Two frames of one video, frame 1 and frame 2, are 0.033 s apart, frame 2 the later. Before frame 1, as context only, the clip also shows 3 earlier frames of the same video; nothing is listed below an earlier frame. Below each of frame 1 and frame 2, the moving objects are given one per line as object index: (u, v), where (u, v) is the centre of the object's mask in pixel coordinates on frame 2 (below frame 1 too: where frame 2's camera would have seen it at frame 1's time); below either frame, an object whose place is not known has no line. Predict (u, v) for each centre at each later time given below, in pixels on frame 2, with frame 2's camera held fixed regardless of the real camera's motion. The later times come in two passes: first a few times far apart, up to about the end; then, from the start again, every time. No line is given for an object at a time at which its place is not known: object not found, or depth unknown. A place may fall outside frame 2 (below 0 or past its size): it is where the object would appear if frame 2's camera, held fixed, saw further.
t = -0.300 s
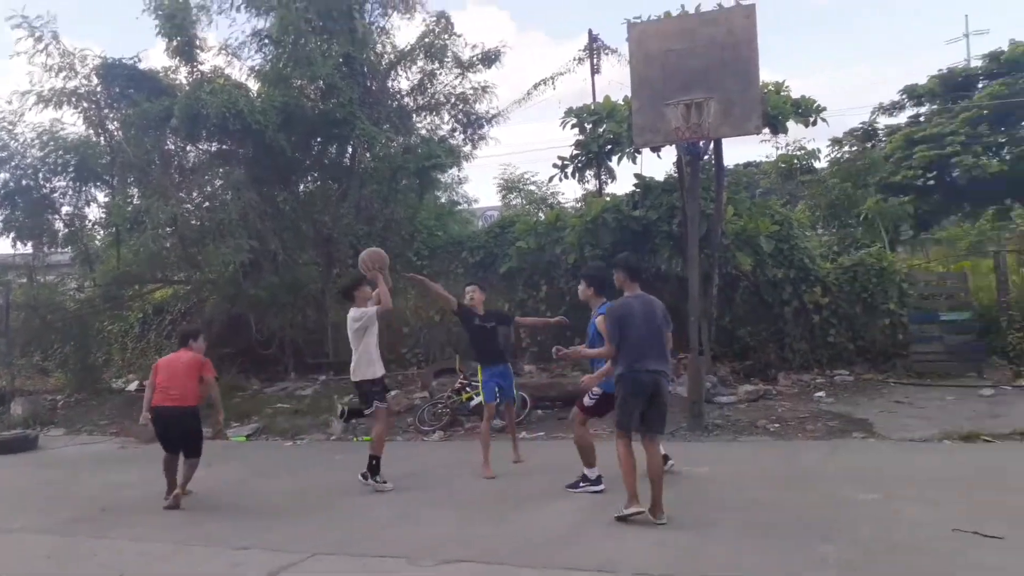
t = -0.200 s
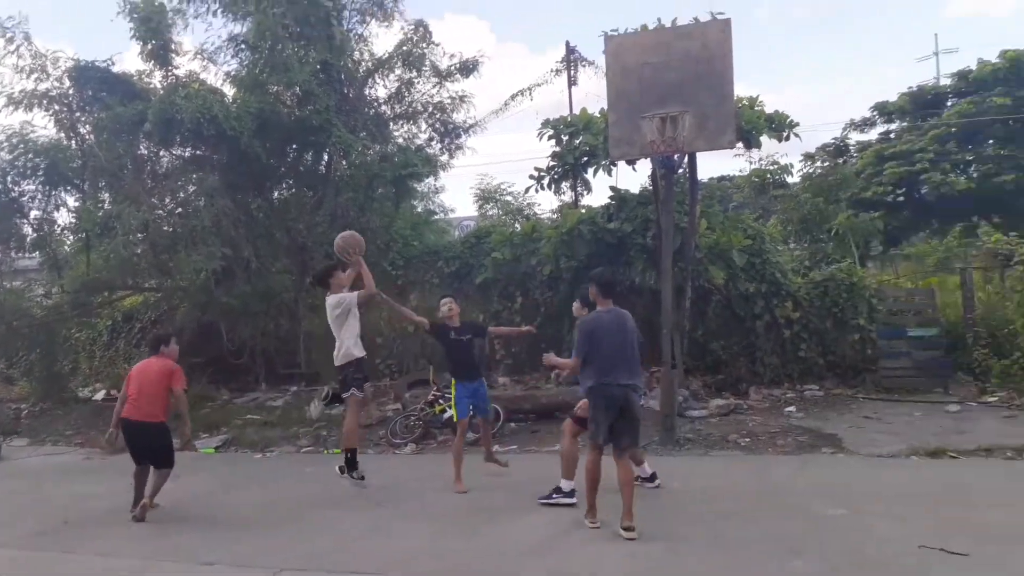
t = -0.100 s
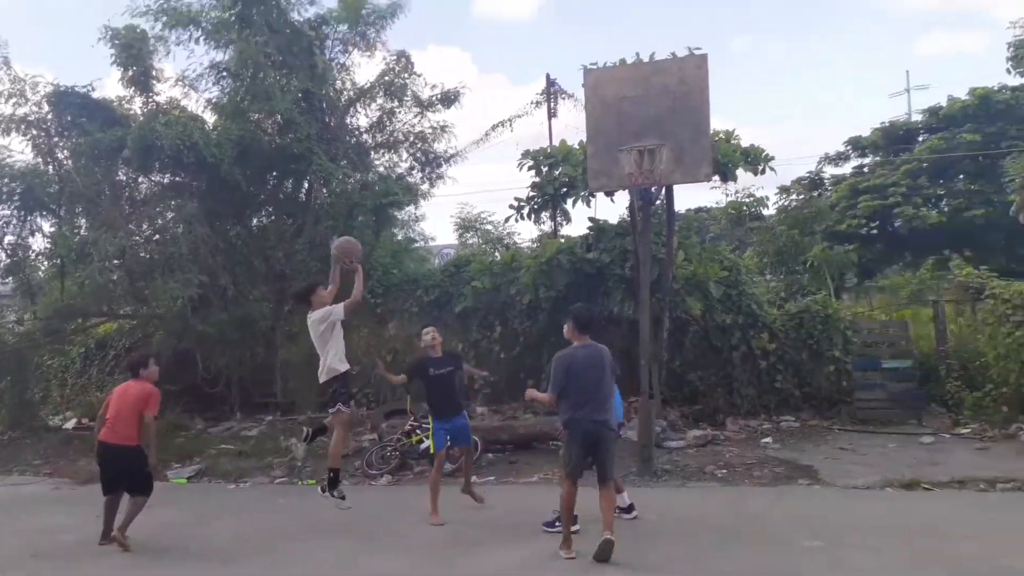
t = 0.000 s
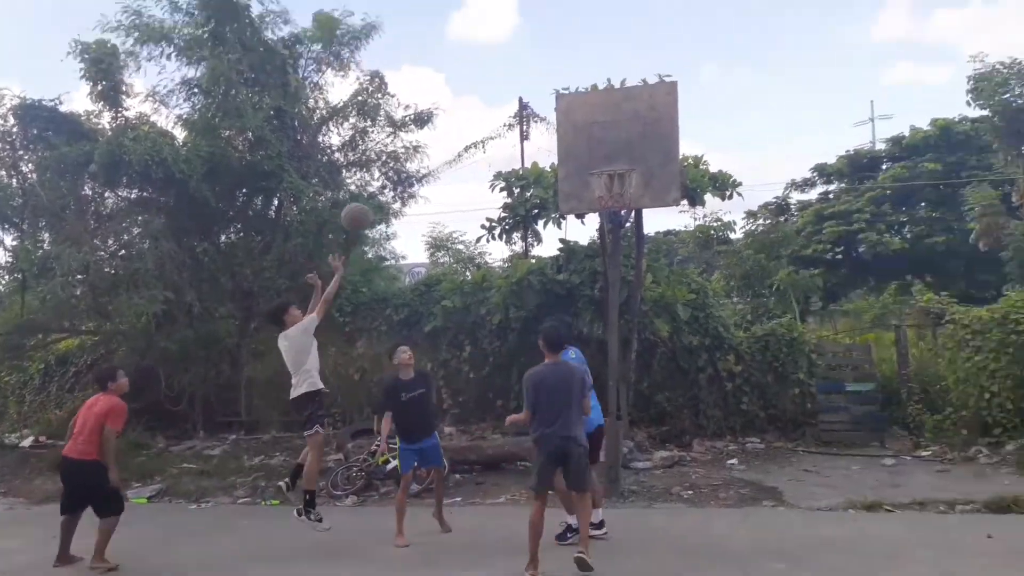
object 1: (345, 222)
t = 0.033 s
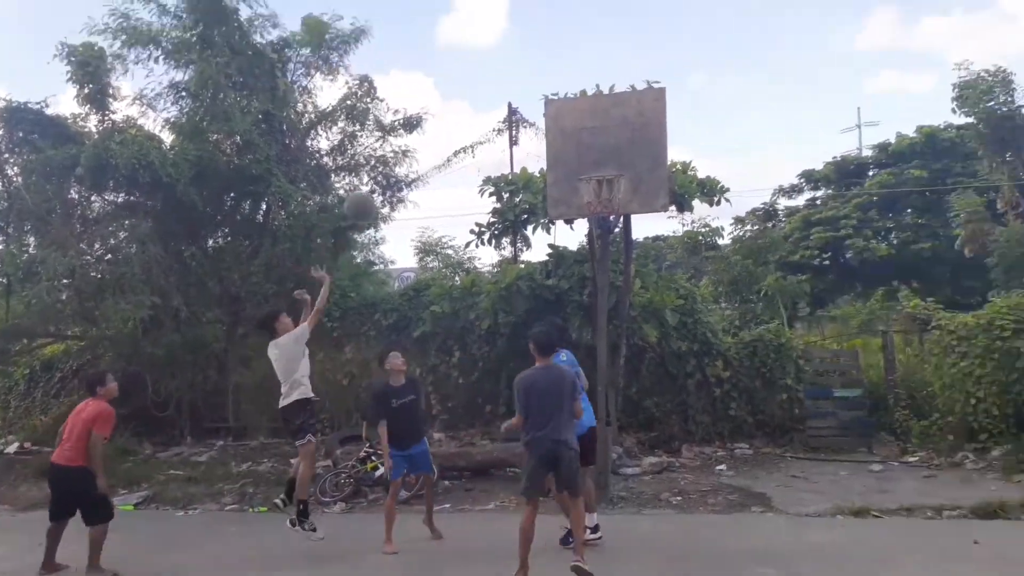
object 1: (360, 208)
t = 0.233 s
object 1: (443, 142)
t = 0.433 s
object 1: (521, 126)
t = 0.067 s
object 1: (374, 192)
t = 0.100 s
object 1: (388, 180)
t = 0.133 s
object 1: (403, 168)
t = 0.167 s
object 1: (417, 158)
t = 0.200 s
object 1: (430, 150)
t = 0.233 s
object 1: (443, 142)
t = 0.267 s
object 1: (457, 136)
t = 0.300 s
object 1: (470, 132)
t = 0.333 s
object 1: (482, 128)
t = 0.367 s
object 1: (495, 126)
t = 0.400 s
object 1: (508, 125)
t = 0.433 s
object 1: (521, 126)
